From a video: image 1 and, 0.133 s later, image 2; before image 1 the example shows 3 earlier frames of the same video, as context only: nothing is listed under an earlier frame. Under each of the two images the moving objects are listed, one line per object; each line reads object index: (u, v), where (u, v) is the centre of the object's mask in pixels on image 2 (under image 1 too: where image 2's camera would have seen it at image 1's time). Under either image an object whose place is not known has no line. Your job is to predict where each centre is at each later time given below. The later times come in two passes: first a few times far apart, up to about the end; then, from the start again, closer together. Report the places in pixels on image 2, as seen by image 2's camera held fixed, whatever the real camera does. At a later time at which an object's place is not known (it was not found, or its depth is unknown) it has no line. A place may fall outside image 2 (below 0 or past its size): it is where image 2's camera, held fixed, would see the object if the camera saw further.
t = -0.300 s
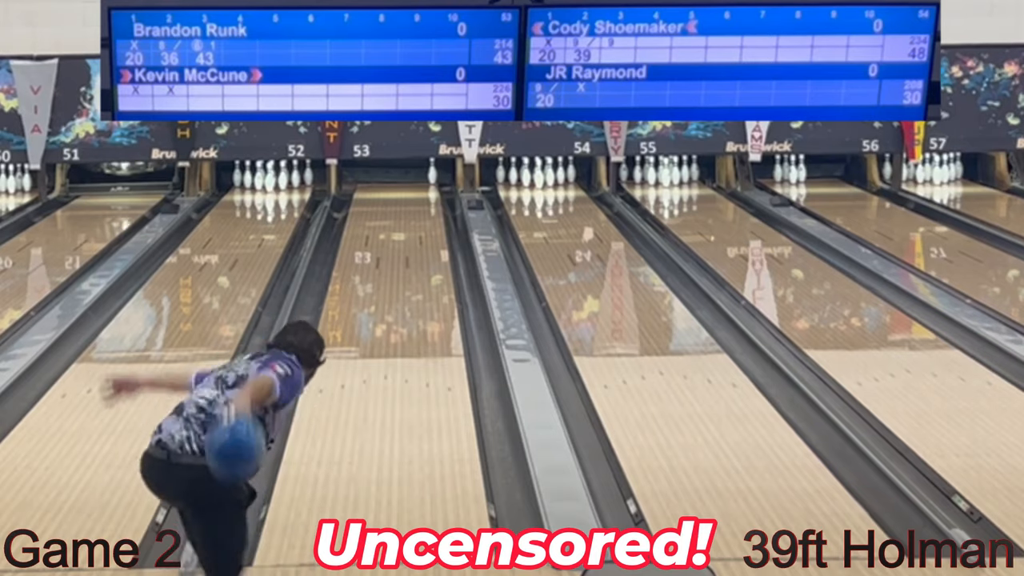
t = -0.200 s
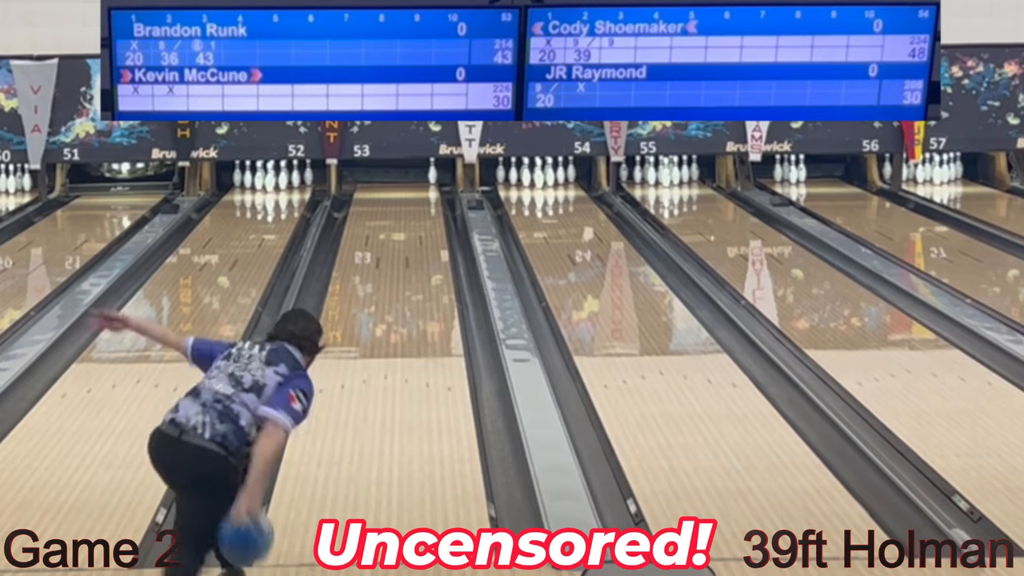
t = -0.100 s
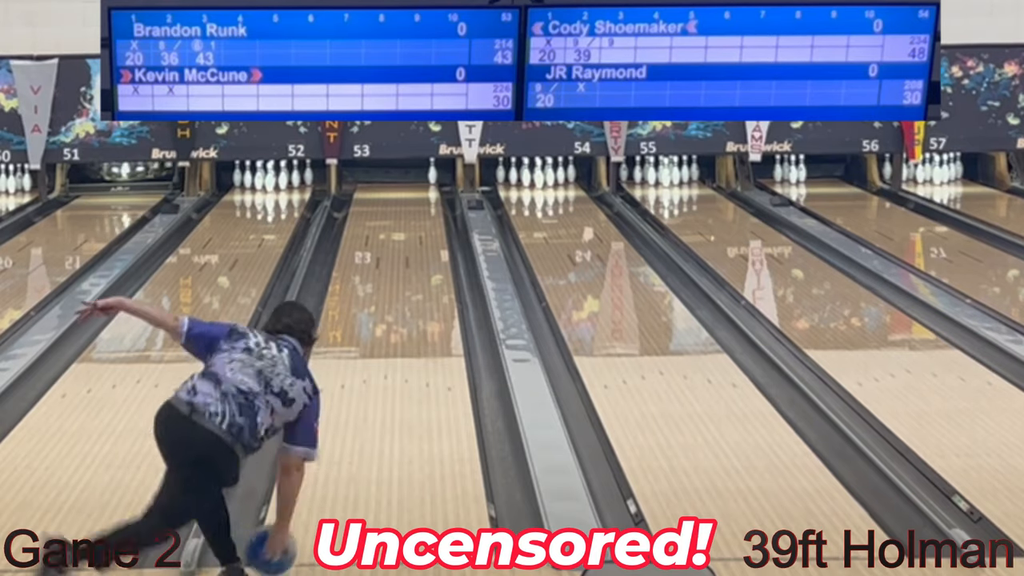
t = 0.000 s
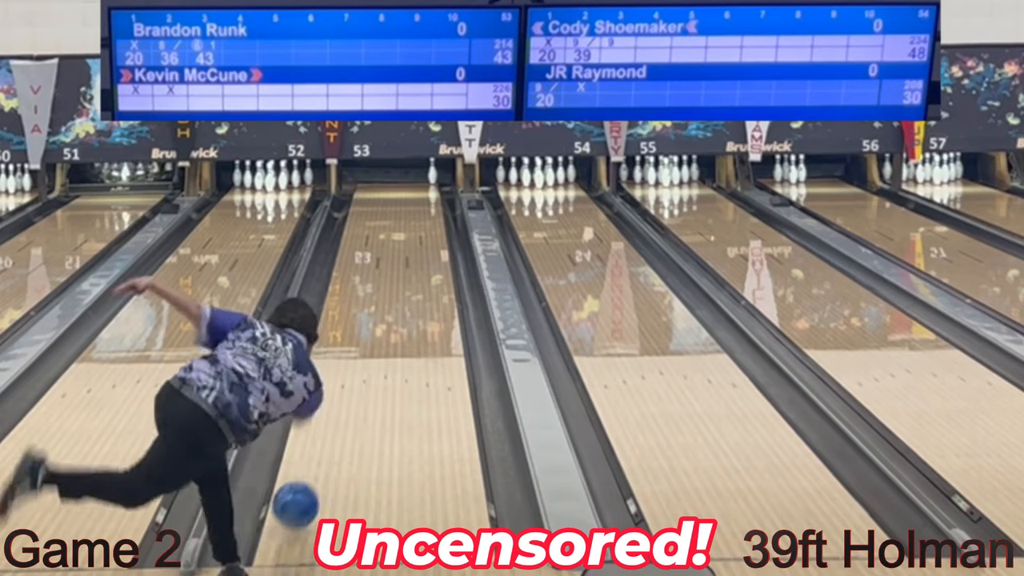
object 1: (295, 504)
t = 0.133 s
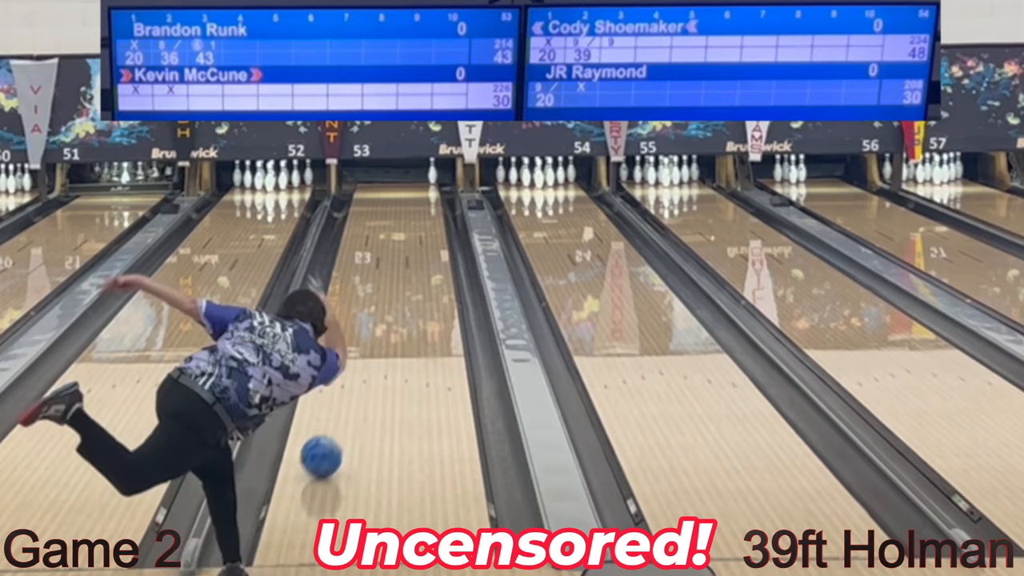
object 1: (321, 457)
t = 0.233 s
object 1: (337, 424)
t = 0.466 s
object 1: (365, 362)
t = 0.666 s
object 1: (383, 322)
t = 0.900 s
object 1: (401, 285)
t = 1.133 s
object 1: (414, 256)
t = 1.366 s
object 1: (424, 231)
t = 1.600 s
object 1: (431, 212)
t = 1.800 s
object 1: (436, 197)
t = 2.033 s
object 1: (440, 184)
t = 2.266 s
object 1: (446, 179)
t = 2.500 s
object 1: (445, 184)
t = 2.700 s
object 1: (445, 186)
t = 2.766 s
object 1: (445, 185)
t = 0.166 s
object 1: (327, 445)
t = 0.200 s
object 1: (332, 434)
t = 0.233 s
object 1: (337, 424)
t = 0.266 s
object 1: (340, 419)
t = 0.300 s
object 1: (354, 399)
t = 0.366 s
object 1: (355, 386)
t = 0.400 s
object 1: (358, 377)
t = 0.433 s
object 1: (362, 370)
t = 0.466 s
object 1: (365, 362)
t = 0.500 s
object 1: (369, 355)
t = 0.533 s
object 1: (372, 347)
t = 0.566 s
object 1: (376, 340)
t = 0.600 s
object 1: (378, 334)
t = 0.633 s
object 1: (381, 327)
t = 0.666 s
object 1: (383, 322)
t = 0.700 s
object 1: (387, 316)
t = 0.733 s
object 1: (389, 310)
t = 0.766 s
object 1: (392, 304)
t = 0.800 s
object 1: (394, 299)
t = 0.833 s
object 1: (397, 295)
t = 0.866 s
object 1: (398, 289)
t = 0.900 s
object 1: (401, 285)
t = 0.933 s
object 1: (403, 280)
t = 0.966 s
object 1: (405, 275)
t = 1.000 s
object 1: (407, 271)
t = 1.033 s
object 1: (408, 268)
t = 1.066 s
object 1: (410, 263)
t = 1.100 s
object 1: (412, 260)
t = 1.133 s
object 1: (414, 256)
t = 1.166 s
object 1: (416, 252)
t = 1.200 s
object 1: (417, 248)
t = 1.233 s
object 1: (418, 244)
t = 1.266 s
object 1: (419, 241)
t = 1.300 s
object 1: (421, 238)
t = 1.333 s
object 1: (423, 234)
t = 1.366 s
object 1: (424, 231)
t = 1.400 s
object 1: (426, 229)
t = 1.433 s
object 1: (426, 225)
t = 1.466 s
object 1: (427, 223)
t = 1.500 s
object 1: (429, 220)
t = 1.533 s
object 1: (431, 216)
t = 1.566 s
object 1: (431, 214)
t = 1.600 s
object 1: (431, 212)
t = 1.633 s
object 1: (432, 209)
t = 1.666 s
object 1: (433, 207)
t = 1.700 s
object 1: (435, 204)
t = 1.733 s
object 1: (435, 202)
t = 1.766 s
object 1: (436, 199)
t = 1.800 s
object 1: (436, 197)
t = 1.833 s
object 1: (437, 196)
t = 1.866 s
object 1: (437, 193)
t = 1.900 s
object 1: (438, 192)
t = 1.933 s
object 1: (438, 189)
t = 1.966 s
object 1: (438, 187)
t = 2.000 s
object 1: (439, 185)
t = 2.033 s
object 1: (440, 184)
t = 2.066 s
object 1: (439, 181)
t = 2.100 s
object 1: (439, 180)
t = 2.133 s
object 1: (441, 178)
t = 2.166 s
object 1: (443, 178)
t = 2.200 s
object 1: (445, 177)
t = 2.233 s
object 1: (446, 178)
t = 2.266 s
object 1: (446, 179)
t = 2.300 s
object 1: (446, 180)
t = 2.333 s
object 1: (446, 183)
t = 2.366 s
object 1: (446, 183)
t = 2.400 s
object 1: (445, 184)
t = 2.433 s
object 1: (445, 184)
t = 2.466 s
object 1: (445, 185)
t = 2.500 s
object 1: (445, 184)
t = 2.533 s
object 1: (445, 184)
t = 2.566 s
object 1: (445, 185)
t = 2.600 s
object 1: (445, 185)
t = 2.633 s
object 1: (445, 186)
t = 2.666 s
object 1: (445, 186)
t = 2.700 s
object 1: (445, 186)
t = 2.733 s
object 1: (445, 186)
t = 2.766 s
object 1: (445, 185)
